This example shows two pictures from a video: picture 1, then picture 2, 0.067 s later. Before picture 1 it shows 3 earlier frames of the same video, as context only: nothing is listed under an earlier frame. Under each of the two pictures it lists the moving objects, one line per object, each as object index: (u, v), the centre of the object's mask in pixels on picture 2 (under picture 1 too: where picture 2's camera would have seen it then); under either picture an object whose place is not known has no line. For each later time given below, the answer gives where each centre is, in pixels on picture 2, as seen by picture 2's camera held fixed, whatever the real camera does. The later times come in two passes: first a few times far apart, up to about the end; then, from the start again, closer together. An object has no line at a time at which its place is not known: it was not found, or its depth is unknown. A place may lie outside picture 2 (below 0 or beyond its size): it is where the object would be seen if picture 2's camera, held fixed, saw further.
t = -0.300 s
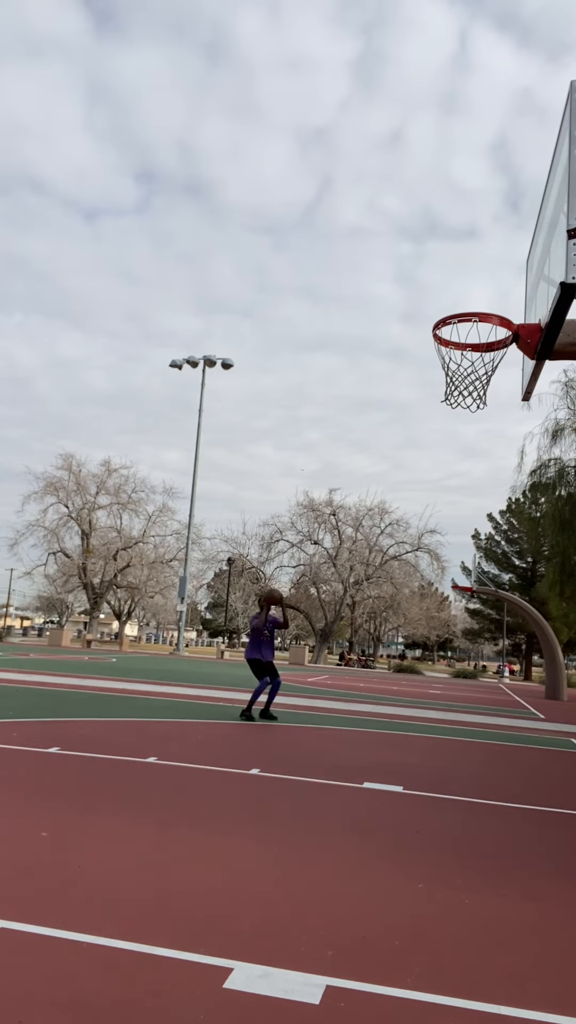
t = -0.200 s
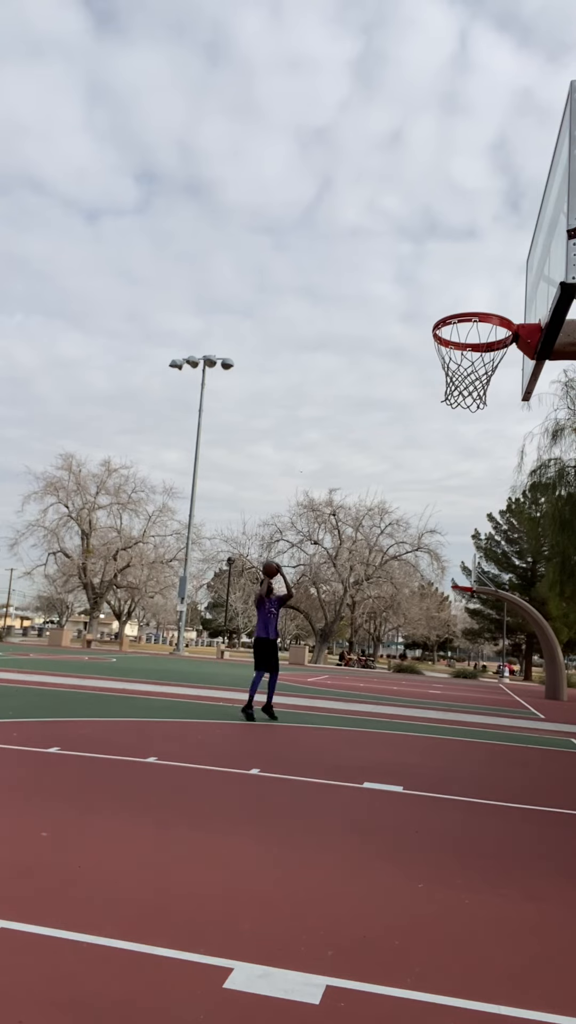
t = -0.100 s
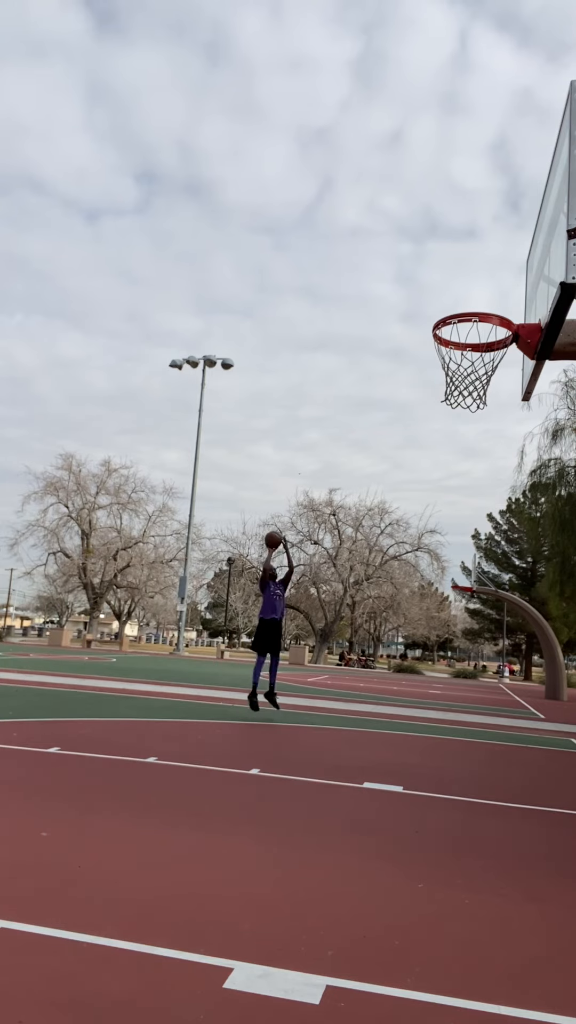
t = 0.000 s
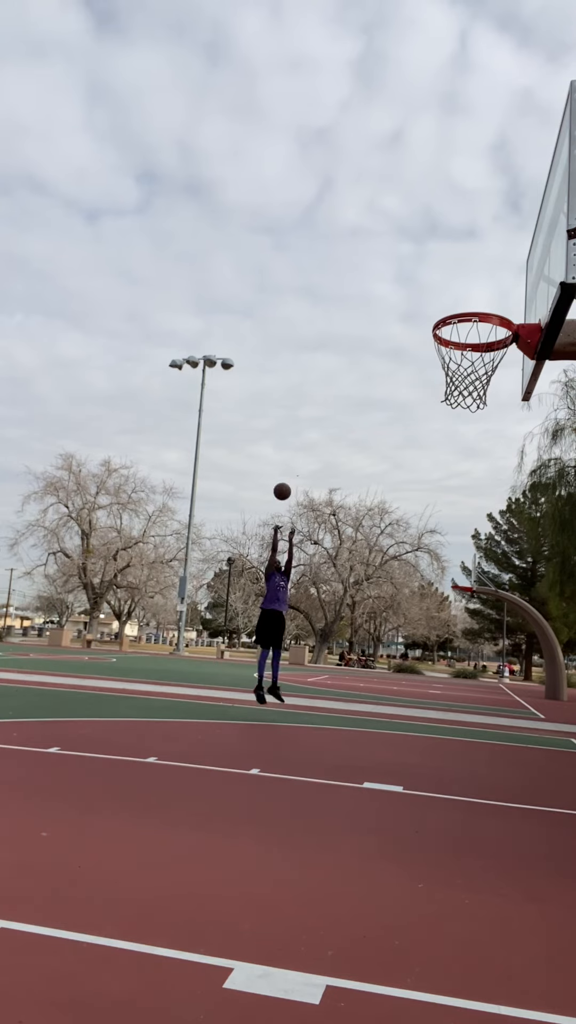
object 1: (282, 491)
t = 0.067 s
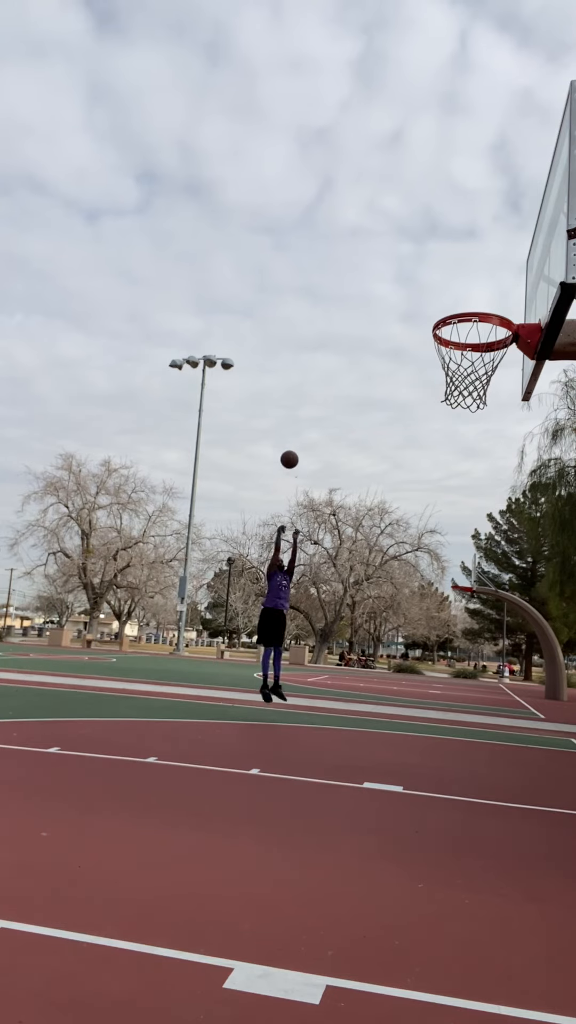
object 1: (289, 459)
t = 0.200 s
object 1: (305, 400)
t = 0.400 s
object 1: (330, 326)
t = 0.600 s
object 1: (359, 271)
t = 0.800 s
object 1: (393, 243)
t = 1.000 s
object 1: (435, 257)
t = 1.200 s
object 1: (491, 340)
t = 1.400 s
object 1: (414, 443)
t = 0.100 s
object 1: (293, 444)
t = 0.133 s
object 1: (297, 429)
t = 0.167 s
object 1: (301, 414)
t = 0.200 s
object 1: (305, 400)
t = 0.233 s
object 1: (309, 387)
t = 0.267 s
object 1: (313, 374)
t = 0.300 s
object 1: (317, 361)
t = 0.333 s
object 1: (321, 348)
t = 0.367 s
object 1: (326, 337)
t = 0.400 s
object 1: (330, 326)
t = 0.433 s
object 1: (335, 315)
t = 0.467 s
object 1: (339, 305)
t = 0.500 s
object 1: (344, 295)
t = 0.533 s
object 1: (349, 287)
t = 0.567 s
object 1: (354, 279)
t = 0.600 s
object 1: (359, 271)
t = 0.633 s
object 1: (364, 264)
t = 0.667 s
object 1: (370, 258)
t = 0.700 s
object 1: (375, 253)
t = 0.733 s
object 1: (381, 248)
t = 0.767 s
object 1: (387, 245)
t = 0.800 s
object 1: (393, 243)
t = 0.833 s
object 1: (399, 242)
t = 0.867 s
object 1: (406, 242)
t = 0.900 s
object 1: (413, 243)
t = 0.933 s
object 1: (420, 246)
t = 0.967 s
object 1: (427, 250)
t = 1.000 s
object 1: (435, 257)
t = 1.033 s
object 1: (443, 265)
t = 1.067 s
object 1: (452, 274)
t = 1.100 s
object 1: (462, 286)
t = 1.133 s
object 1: (472, 298)
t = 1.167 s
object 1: (481, 312)
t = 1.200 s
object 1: (491, 340)
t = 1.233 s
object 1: (480, 357)
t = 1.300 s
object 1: (453, 390)
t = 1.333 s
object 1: (440, 405)
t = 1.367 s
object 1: (427, 423)
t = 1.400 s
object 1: (414, 443)
